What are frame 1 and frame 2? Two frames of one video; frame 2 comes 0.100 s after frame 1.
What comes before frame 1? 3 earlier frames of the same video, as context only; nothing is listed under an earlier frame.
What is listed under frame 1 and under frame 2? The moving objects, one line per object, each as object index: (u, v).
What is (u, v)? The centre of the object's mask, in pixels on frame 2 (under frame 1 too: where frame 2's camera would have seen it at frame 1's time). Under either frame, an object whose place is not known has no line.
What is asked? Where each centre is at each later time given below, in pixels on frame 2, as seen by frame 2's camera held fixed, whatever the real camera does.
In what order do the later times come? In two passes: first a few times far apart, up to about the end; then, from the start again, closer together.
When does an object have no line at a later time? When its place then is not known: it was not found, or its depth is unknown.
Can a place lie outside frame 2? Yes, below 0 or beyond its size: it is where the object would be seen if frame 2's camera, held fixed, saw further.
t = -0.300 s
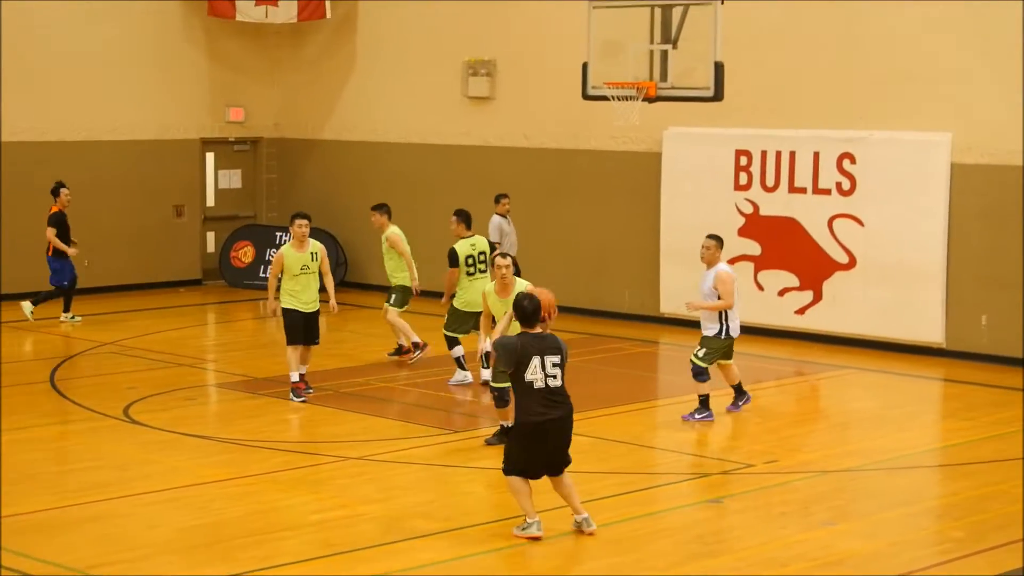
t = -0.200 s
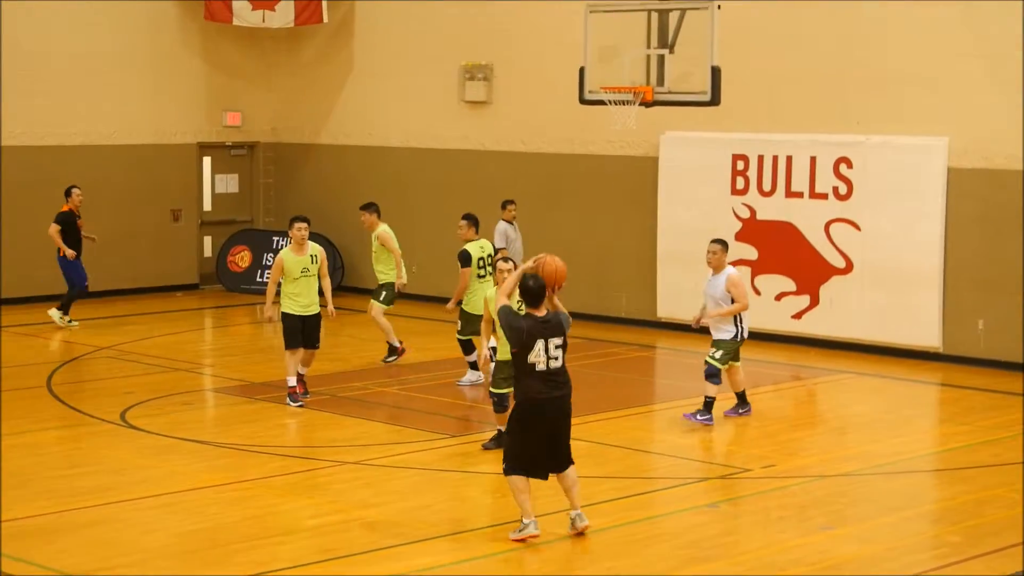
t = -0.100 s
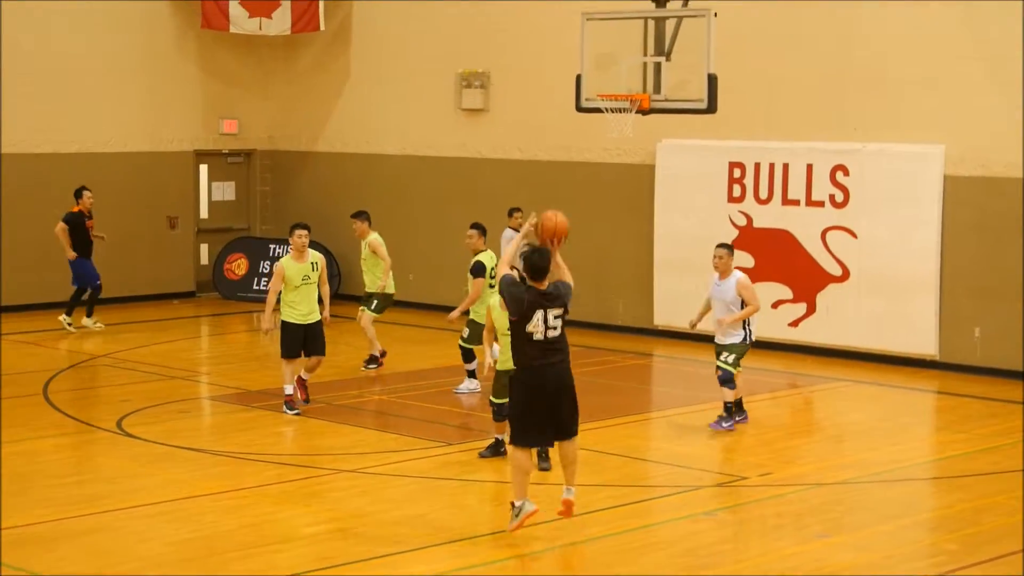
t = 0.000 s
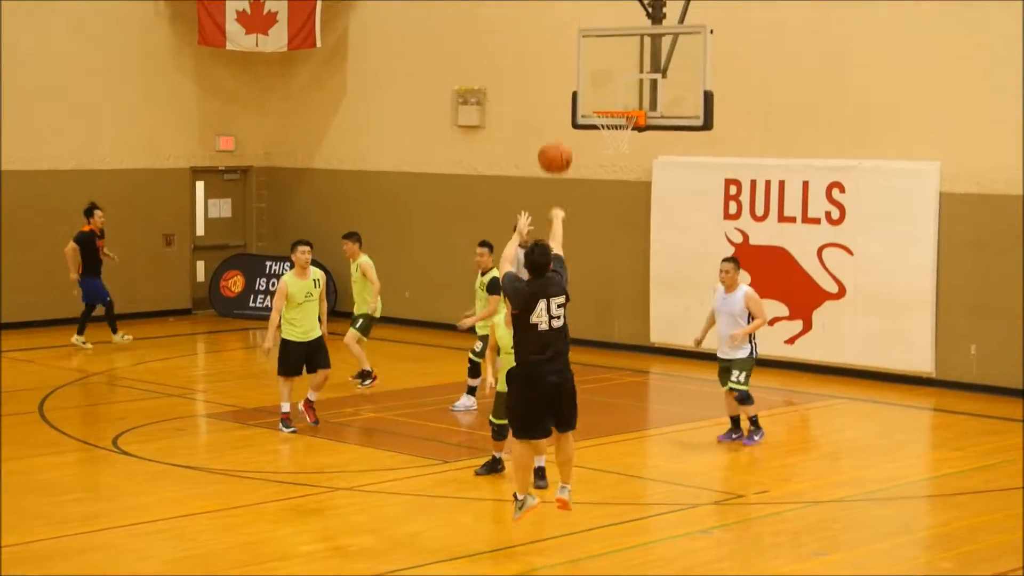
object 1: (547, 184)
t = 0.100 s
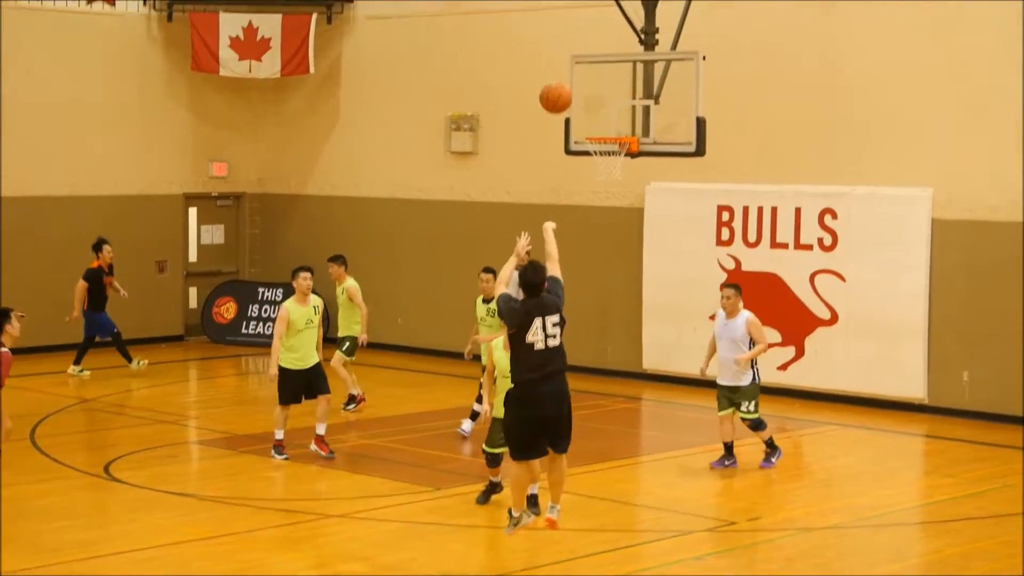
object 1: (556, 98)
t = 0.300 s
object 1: (569, -19)
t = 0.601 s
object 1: (586, -78)
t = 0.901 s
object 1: (600, -31)
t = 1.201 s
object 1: (609, 93)
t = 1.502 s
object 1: (602, 165)
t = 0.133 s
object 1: (558, 73)
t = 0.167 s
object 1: (560, 51)
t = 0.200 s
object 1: (562, 31)
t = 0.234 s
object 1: (565, 12)
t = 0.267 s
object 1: (567, -4)
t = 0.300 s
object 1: (569, -19)
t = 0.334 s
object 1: (571, -32)
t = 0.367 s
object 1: (573, -43)
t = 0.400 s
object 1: (575, -52)
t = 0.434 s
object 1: (577, -61)
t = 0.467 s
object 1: (579, -67)
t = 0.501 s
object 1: (581, -73)
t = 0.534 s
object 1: (583, -76)
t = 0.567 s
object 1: (584, -78)
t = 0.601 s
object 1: (586, -78)
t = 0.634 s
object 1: (587, -78)
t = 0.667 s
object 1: (589, -76)
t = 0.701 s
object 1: (591, -73)
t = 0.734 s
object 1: (592, -69)
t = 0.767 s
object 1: (594, -64)
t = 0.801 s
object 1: (596, -57)
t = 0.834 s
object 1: (597, -50)
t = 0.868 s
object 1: (599, -41)
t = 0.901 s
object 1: (600, -31)
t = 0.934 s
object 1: (601, -21)
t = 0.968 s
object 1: (603, -9)
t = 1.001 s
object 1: (604, 3)
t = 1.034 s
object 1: (605, 17)
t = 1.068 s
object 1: (606, 30)
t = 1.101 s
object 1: (607, 45)
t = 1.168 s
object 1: (609, 76)
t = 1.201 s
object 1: (609, 93)
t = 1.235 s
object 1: (610, 110)
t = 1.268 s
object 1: (611, 127)
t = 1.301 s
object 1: (611, 142)
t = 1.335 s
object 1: (611, 150)
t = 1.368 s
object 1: (610, 156)
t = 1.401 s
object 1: (608, 157)
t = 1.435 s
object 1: (605, 159)
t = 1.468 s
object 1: (603, 161)
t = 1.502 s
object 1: (602, 165)
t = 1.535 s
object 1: (599, 169)
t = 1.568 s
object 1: (597, 175)
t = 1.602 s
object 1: (595, 181)
